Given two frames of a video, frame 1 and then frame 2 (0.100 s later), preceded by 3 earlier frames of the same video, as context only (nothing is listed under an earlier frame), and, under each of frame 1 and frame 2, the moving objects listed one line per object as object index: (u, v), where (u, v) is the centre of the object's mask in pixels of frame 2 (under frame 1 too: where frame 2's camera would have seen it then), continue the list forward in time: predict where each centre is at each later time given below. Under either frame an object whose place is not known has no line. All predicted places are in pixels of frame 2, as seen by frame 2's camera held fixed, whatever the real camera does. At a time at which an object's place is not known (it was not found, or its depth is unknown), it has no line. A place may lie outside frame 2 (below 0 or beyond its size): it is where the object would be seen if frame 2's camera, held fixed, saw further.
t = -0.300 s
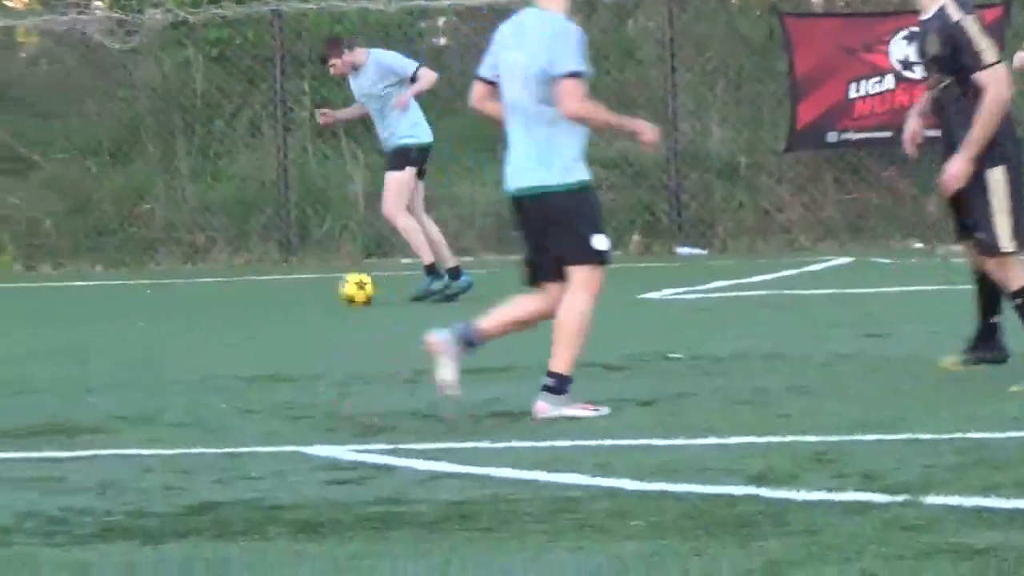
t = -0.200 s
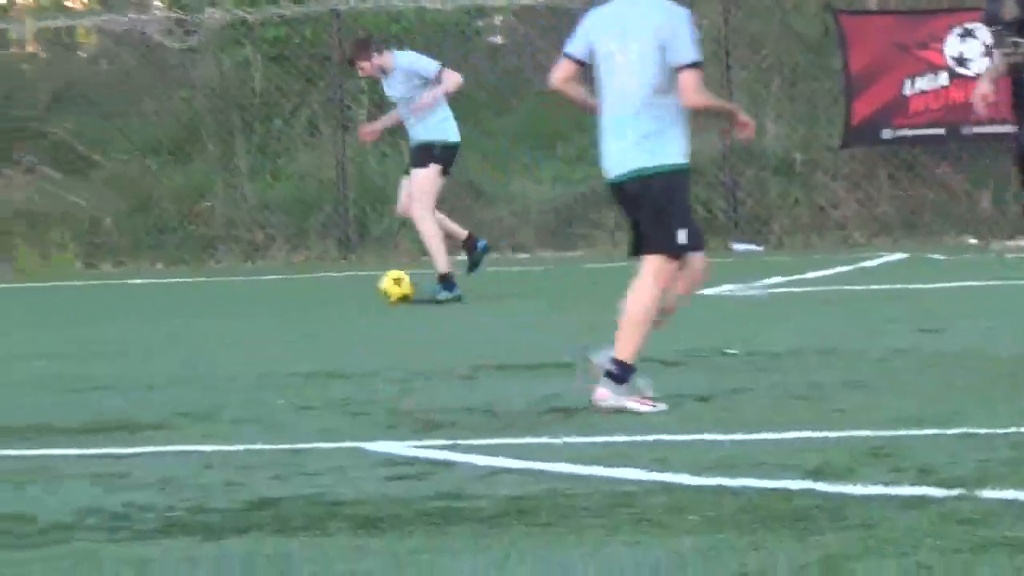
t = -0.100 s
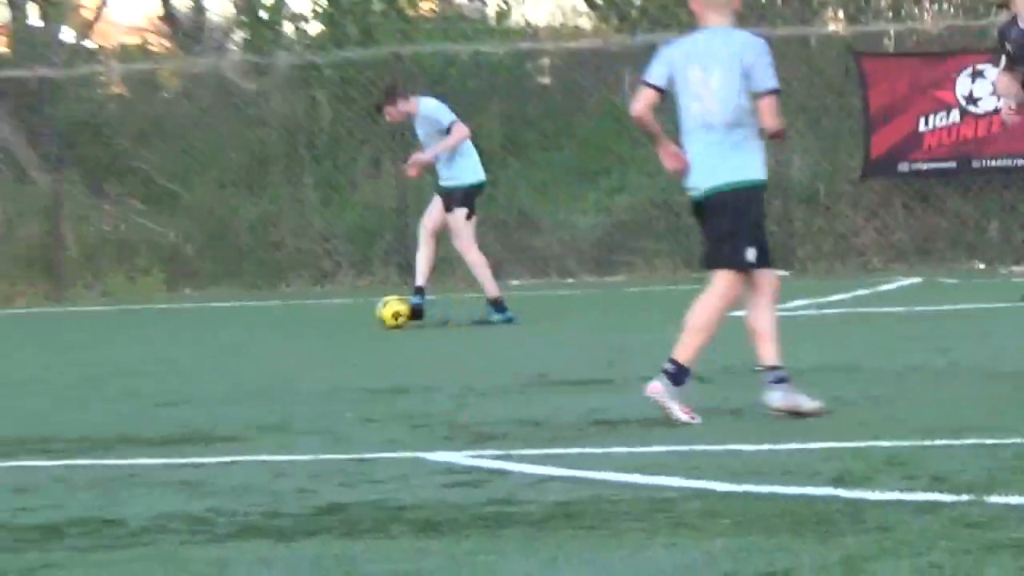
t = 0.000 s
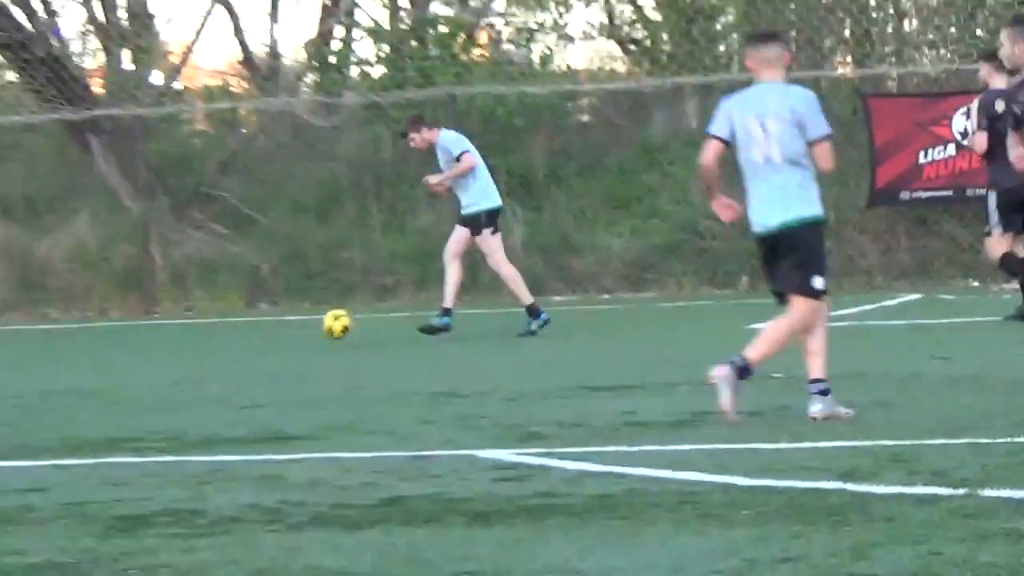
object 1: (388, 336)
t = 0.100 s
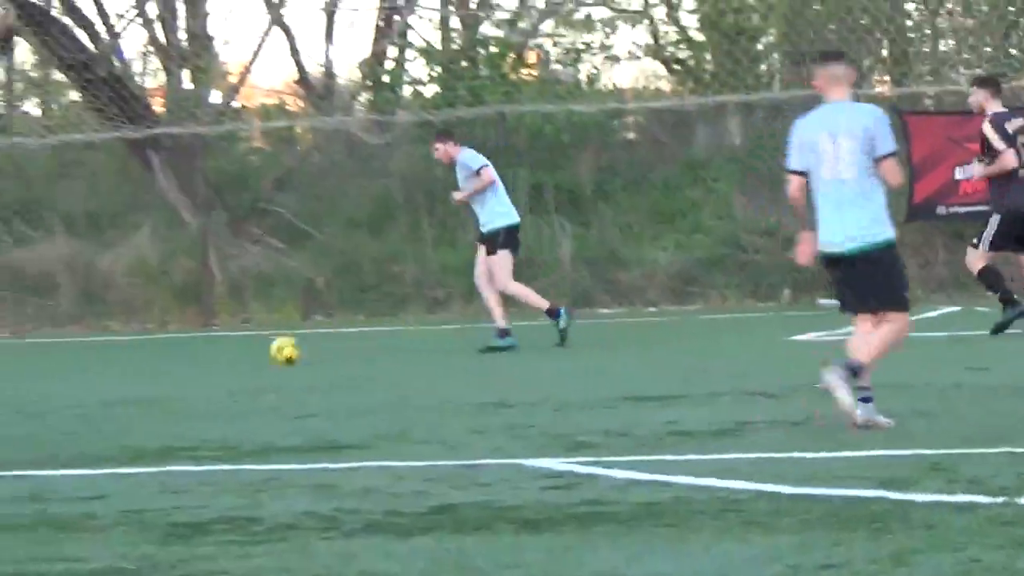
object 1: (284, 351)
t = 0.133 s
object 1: (252, 352)
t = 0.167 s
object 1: (224, 352)
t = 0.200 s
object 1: (195, 352)
